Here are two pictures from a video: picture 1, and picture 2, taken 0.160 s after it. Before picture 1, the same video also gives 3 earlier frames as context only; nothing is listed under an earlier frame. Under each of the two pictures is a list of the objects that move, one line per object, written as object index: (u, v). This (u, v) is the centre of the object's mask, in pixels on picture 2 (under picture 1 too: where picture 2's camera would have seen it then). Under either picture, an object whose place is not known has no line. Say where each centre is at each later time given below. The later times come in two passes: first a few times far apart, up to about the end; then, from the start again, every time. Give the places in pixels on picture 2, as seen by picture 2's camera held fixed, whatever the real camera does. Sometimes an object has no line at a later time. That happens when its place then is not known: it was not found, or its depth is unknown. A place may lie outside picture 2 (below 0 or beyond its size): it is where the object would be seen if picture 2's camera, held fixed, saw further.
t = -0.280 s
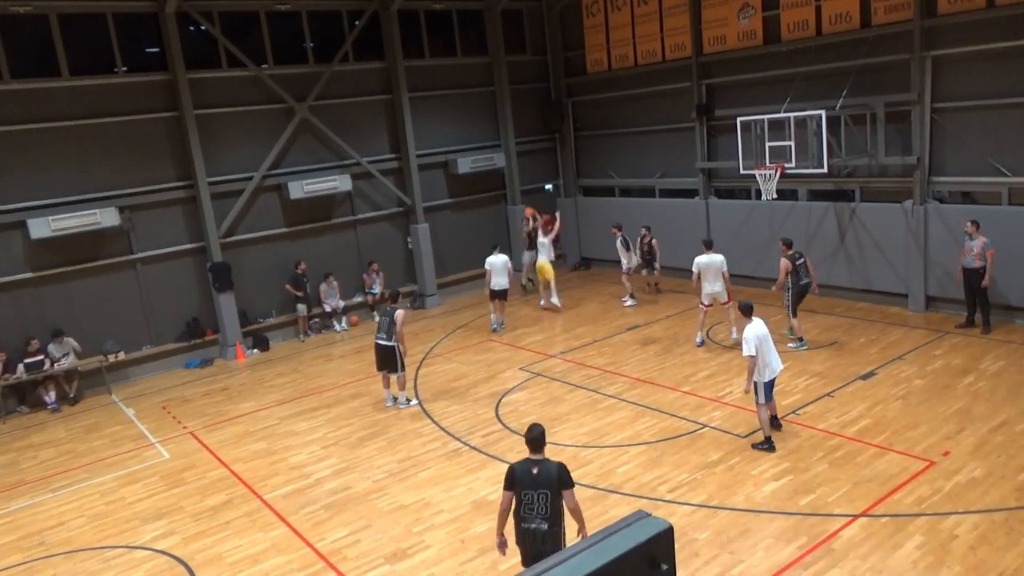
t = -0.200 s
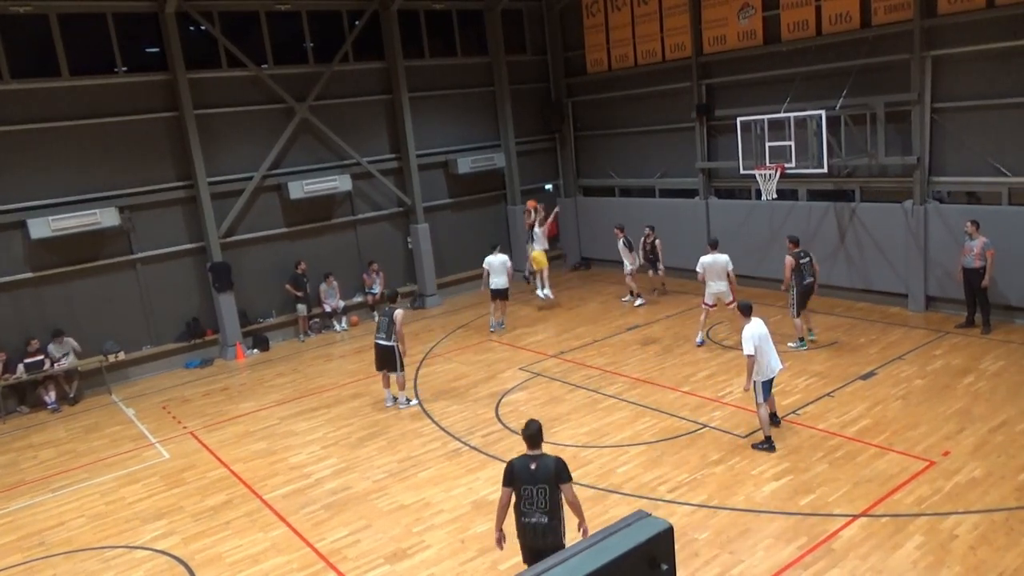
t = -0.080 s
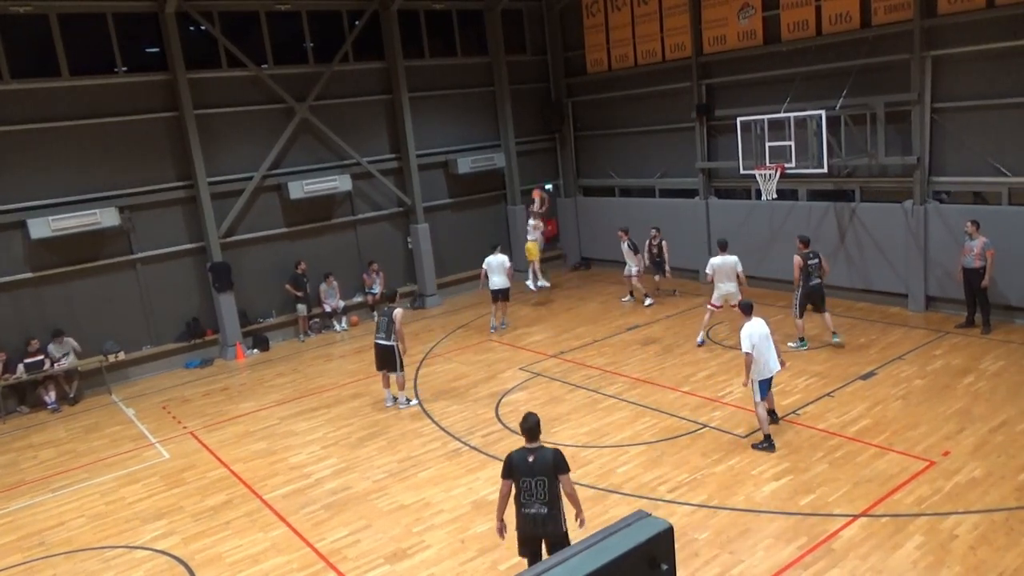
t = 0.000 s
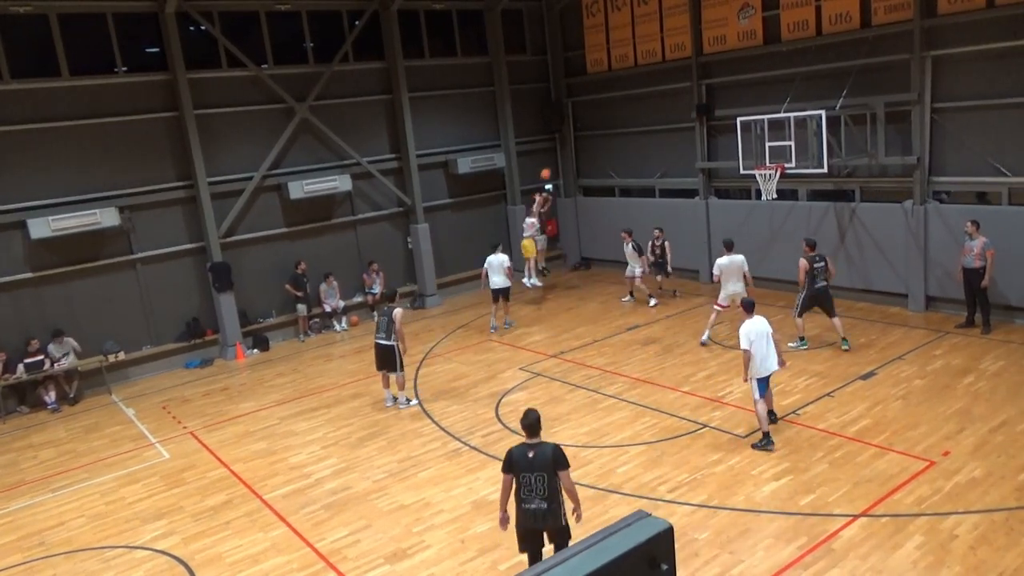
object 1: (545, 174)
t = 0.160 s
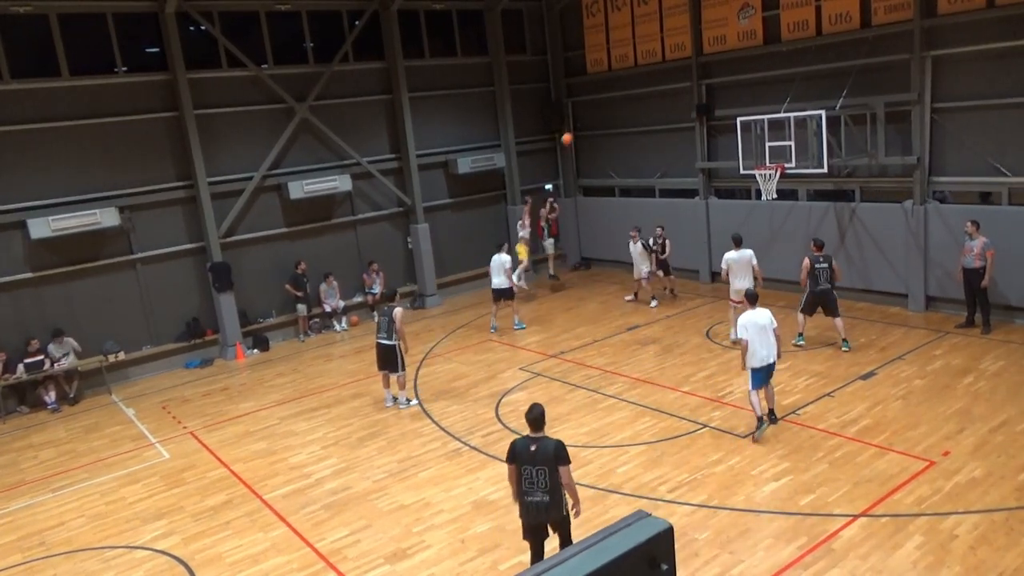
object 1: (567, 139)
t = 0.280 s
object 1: (584, 118)
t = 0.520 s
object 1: (623, 92)
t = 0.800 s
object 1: (676, 93)
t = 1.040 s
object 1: (728, 128)
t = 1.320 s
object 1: (774, 135)
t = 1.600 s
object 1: (808, 117)
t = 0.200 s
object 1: (572, 131)
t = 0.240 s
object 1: (578, 124)
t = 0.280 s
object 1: (584, 118)
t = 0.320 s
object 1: (590, 112)
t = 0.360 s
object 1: (596, 106)
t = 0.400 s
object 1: (602, 102)
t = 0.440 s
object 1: (609, 98)
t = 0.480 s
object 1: (616, 94)
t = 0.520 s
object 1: (623, 92)
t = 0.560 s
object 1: (630, 90)
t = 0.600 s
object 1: (638, 88)
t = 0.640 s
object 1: (645, 88)
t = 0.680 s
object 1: (652, 88)
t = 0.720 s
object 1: (660, 89)
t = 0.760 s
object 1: (668, 91)
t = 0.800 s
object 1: (676, 93)
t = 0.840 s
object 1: (684, 97)
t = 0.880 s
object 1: (693, 102)
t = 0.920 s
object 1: (701, 107)
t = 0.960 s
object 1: (709, 113)
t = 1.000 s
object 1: (719, 120)
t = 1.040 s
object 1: (728, 128)
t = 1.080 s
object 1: (737, 136)
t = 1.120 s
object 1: (748, 147)
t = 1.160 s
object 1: (757, 158)
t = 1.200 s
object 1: (761, 156)
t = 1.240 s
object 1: (766, 148)
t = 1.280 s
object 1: (770, 141)
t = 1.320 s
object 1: (774, 135)
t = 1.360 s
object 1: (779, 130)
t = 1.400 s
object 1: (783, 126)
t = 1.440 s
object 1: (788, 122)
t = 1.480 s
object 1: (793, 120)
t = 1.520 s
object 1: (798, 118)
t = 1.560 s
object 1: (802, 117)
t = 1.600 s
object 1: (808, 117)
